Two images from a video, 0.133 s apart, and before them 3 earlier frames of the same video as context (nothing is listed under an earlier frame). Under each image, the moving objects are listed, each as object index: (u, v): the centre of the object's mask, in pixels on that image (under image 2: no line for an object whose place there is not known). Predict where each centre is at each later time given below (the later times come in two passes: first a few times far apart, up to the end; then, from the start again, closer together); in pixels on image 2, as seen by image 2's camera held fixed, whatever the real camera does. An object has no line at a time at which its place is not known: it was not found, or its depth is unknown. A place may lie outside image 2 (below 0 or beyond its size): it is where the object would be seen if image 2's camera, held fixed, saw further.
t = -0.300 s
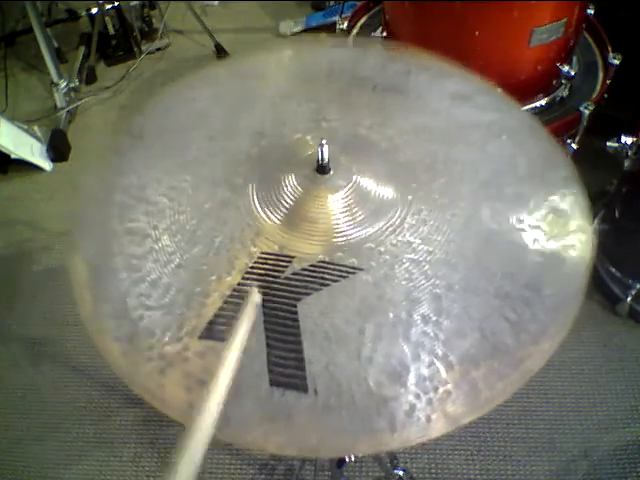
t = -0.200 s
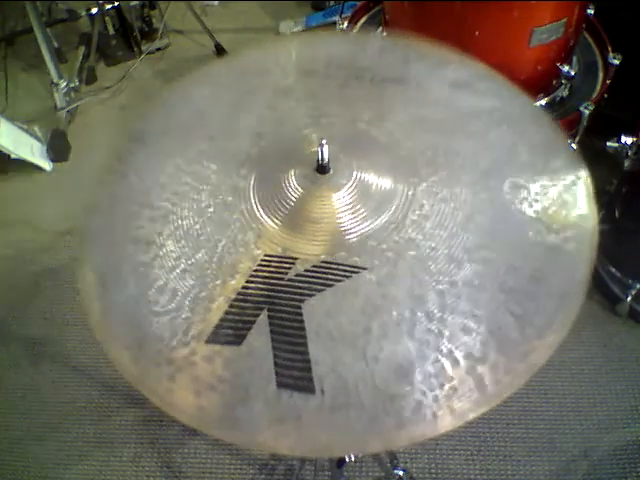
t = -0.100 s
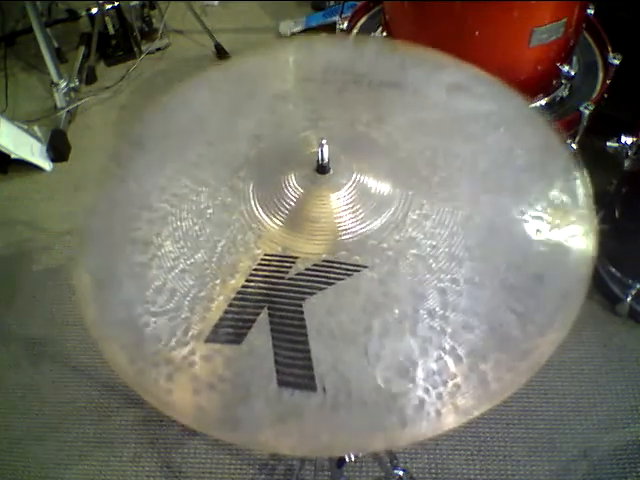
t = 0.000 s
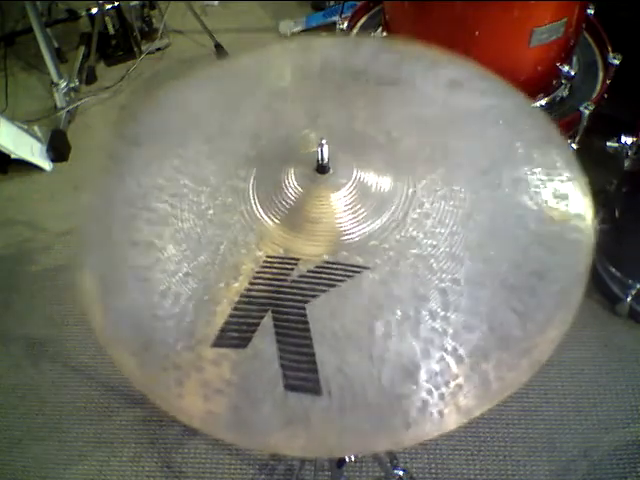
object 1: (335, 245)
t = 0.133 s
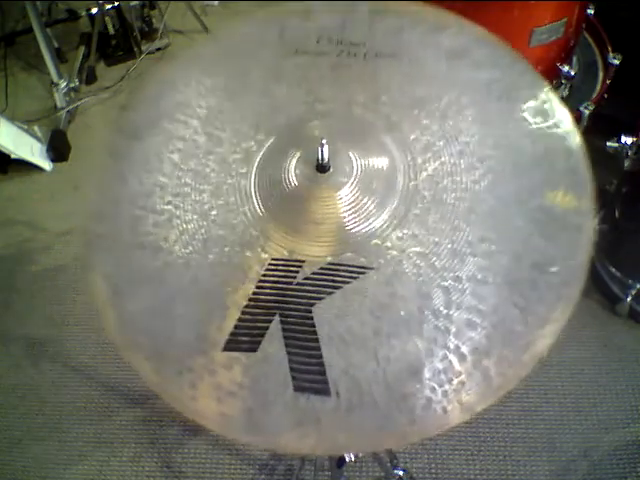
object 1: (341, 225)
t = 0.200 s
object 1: (339, 228)
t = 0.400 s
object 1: (325, 257)
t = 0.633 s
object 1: (327, 257)
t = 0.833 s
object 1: (335, 237)
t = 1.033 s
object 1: (329, 253)
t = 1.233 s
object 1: (326, 257)
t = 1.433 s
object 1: (332, 244)
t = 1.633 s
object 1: (327, 254)
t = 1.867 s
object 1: (329, 251)
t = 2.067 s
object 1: (328, 251)
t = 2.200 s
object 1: (327, 253)
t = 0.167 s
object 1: (340, 226)
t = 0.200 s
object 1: (339, 228)
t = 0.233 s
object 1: (337, 234)
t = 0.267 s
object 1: (335, 240)
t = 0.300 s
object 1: (331, 246)
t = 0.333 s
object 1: (328, 252)
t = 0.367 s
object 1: (326, 255)
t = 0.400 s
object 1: (325, 257)
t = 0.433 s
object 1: (324, 258)
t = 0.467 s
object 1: (323, 260)
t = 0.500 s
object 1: (323, 260)
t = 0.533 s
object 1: (323, 261)
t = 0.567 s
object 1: (323, 261)
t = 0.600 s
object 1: (325, 260)
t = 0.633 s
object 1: (327, 257)
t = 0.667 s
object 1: (329, 253)
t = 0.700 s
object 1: (331, 248)
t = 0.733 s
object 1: (333, 243)
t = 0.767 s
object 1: (333, 240)
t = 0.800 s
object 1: (335, 238)
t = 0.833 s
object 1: (335, 237)
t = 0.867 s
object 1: (335, 238)
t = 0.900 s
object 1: (335, 240)
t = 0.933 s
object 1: (334, 243)
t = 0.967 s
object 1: (332, 247)
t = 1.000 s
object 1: (330, 250)
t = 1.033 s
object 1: (329, 253)
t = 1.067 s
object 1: (327, 255)
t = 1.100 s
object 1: (326, 257)
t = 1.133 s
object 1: (326, 258)
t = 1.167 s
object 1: (326, 258)
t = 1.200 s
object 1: (325, 258)
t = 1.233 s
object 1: (326, 257)
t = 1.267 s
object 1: (327, 255)
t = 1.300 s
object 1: (329, 253)
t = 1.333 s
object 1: (330, 250)
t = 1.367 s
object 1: (331, 247)
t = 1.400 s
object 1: (332, 245)
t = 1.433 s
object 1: (332, 244)
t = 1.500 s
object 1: (332, 245)
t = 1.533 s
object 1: (331, 247)
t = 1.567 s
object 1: (330, 250)
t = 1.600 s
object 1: (329, 252)
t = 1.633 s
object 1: (327, 254)
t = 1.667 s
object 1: (326, 255)
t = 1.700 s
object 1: (326, 256)
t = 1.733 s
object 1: (326, 256)
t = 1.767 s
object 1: (327, 255)
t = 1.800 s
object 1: (327, 254)
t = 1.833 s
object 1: (328, 252)
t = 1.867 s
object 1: (329, 251)
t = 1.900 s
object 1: (330, 249)
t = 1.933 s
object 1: (330, 248)
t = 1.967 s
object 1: (330, 248)
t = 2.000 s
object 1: (330, 249)
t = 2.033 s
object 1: (329, 250)
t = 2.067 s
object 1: (328, 251)
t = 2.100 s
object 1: (328, 252)
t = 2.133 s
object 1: (327, 253)
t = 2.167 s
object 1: (327, 253)
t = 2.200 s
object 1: (327, 253)
